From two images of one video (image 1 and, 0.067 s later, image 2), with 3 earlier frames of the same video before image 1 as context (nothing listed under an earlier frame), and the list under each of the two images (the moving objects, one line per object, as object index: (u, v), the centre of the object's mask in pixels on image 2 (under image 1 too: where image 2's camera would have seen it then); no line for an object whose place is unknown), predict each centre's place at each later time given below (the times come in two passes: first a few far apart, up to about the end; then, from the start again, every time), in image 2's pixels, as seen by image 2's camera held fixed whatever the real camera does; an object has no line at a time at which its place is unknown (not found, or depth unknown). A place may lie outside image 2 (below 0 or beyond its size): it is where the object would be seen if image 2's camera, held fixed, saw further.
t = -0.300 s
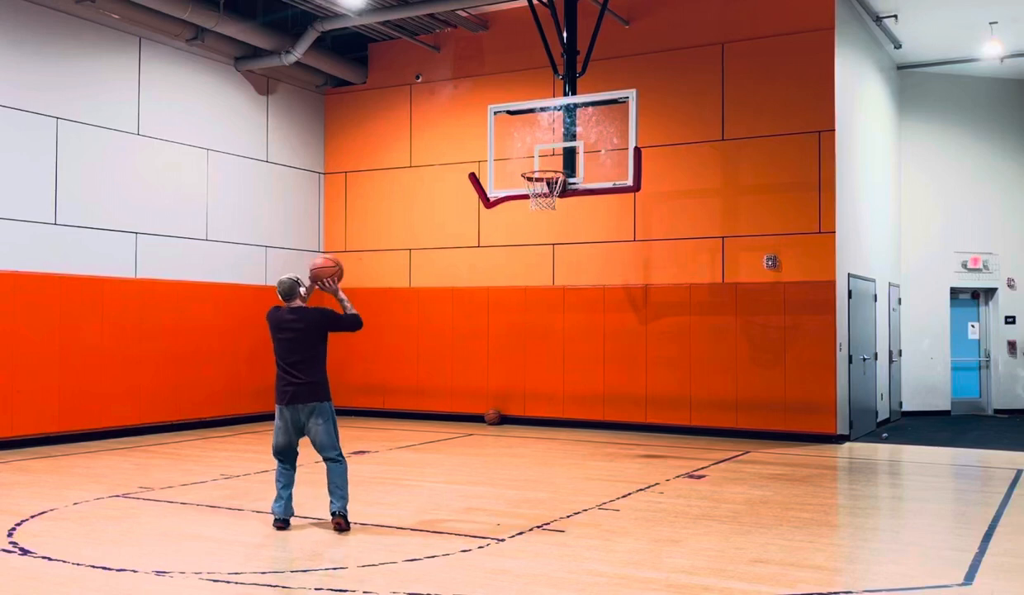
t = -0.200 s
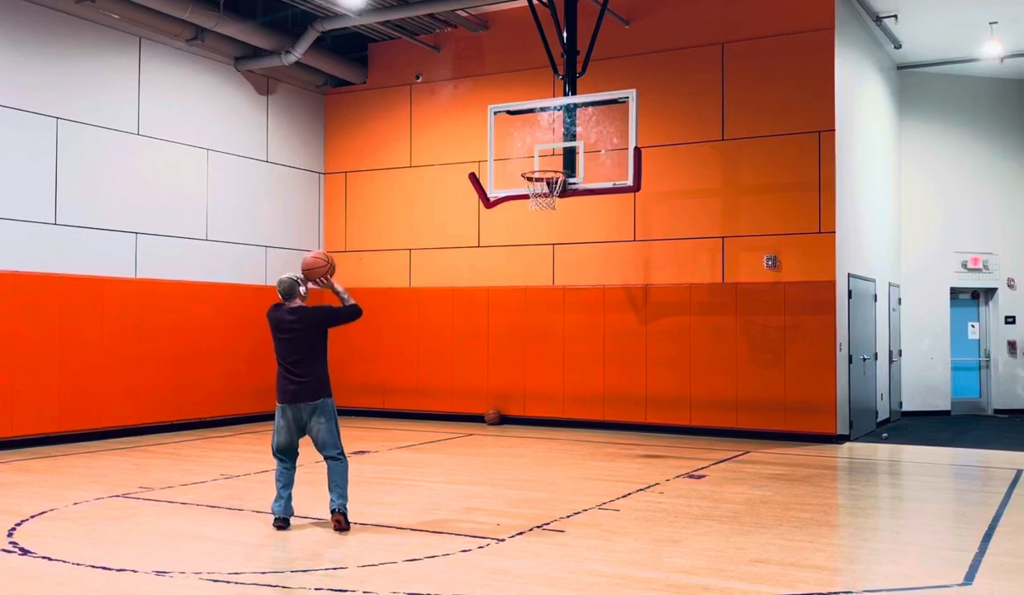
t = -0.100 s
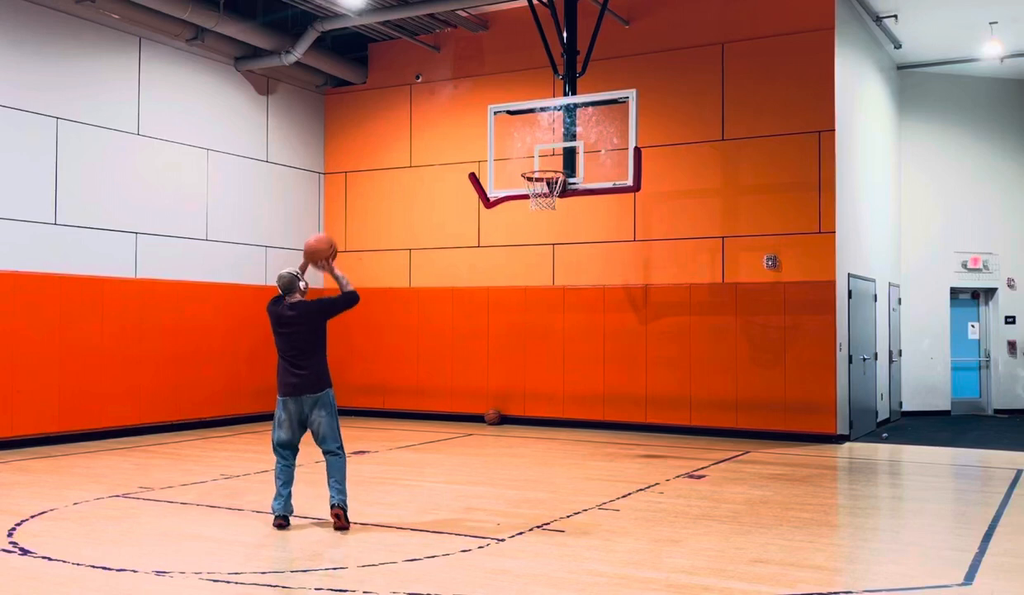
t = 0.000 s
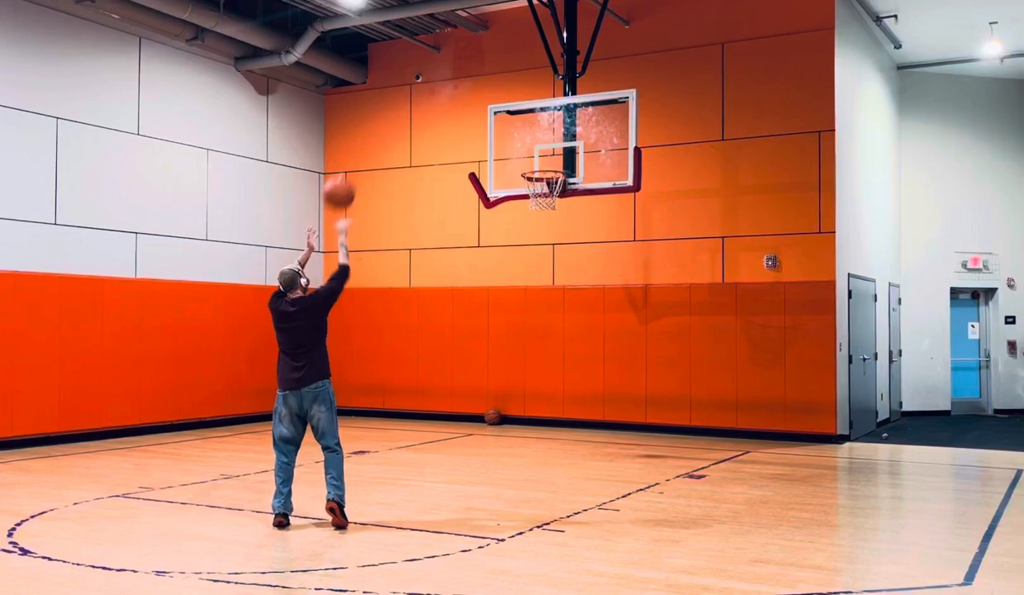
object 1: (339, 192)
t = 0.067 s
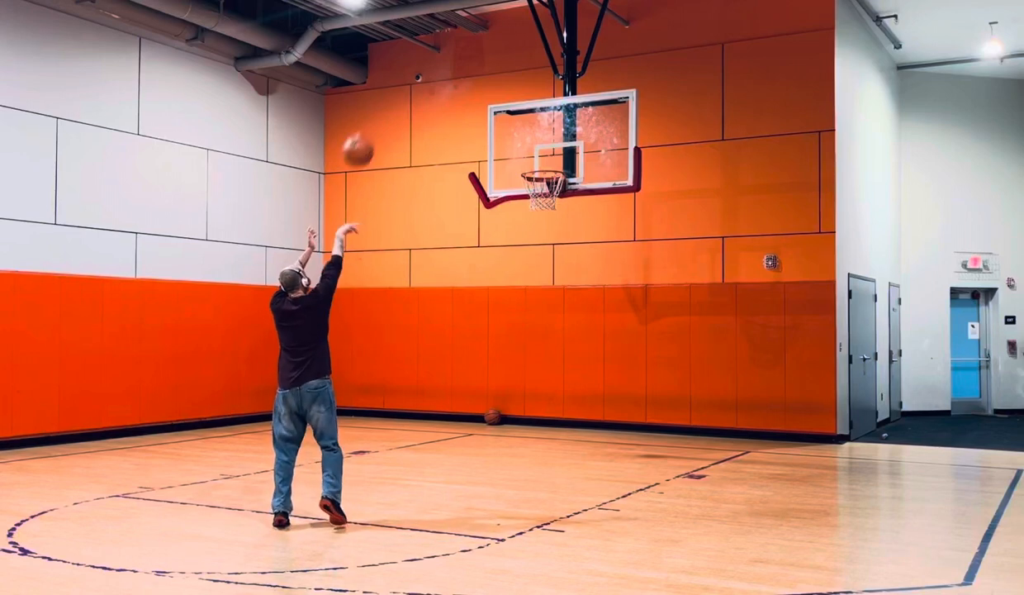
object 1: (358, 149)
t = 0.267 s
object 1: (407, 68)
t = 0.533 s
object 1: (463, 44)
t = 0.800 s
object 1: (509, 89)
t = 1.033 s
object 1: (542, 172)
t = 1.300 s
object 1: (555, 241)
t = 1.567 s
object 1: (566, 358)
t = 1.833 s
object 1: (569, 394)
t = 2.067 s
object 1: (561, 318)
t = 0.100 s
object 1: (367, 131)
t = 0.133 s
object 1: (376, 115)
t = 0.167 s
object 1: (384, 101)
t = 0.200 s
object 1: (392, 88)
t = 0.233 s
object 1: (399, 77)
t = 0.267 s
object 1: (407, 68)
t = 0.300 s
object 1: (413, 59)
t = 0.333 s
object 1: (422, 53)
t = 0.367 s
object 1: (430, 48)
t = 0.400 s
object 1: (435, 45)
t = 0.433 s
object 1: (443, 42)
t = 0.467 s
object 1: (449, 41)
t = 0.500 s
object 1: (457, 41)
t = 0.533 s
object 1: (463, 44)
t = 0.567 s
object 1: (470, 45)
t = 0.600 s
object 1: (476, 48)
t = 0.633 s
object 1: (482, 53)
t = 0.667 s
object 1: (488, 58)
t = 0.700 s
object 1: (493, 64)
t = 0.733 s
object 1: (498, 71)
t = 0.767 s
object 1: (503, 80)
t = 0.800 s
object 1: (509, 89)
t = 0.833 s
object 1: (514, 98)
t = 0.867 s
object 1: (519, 109)
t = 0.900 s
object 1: (523, 121)
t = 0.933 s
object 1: (528, 132)
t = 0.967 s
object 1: (532, 145)
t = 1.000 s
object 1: (537, 159)
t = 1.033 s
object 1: (542, 172)
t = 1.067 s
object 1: (544, 185)
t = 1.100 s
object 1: (547, 197)
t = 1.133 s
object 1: (548, 204)
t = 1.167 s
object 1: (550, 208)
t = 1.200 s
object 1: (551, 214)
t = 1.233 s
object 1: (553, 222)
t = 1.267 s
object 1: (554, 231)
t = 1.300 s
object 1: (555, 241)
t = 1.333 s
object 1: (556, 252)
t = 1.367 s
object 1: (558, 264)
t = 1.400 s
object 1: (559, 277)
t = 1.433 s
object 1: (561, 292)
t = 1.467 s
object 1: (562, 306)
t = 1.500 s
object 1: (564, 322)
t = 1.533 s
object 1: (565, 340)
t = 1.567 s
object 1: (566, 358)
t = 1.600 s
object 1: (568, 377)
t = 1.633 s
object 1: (569, 397)
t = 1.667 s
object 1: (570, 419)
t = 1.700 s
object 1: (572, 442)
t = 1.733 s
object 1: (572, 440)
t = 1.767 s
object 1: (571, 423)
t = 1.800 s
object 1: (570, 407)
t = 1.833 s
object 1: (569, 394)
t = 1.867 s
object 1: (568, 380)
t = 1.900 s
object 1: (567, 367)
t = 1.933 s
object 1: (566, 355)
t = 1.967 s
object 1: (564, 344)
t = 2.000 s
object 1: (563, 335)
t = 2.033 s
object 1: (562, 326)
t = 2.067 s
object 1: (561, 318)
